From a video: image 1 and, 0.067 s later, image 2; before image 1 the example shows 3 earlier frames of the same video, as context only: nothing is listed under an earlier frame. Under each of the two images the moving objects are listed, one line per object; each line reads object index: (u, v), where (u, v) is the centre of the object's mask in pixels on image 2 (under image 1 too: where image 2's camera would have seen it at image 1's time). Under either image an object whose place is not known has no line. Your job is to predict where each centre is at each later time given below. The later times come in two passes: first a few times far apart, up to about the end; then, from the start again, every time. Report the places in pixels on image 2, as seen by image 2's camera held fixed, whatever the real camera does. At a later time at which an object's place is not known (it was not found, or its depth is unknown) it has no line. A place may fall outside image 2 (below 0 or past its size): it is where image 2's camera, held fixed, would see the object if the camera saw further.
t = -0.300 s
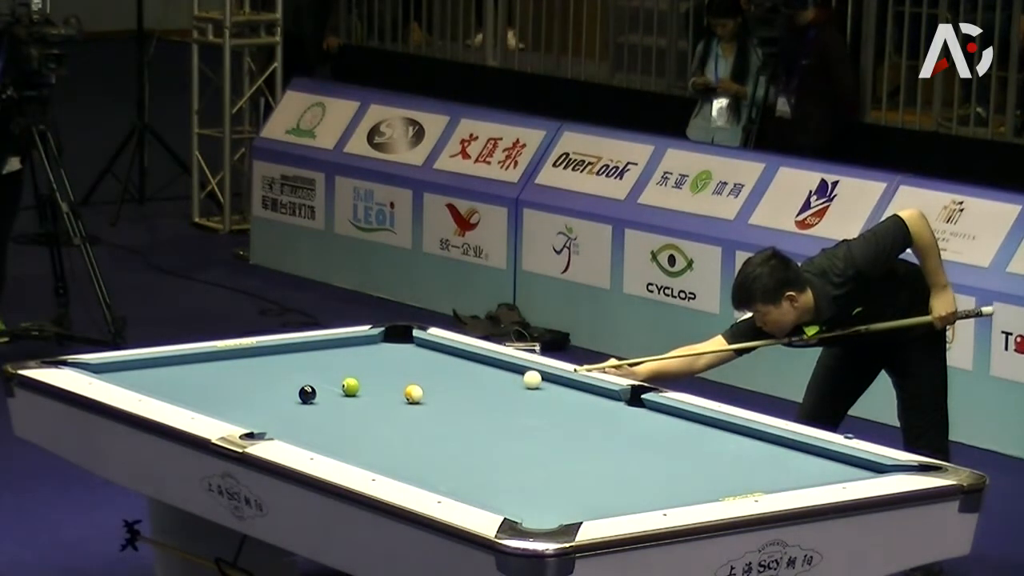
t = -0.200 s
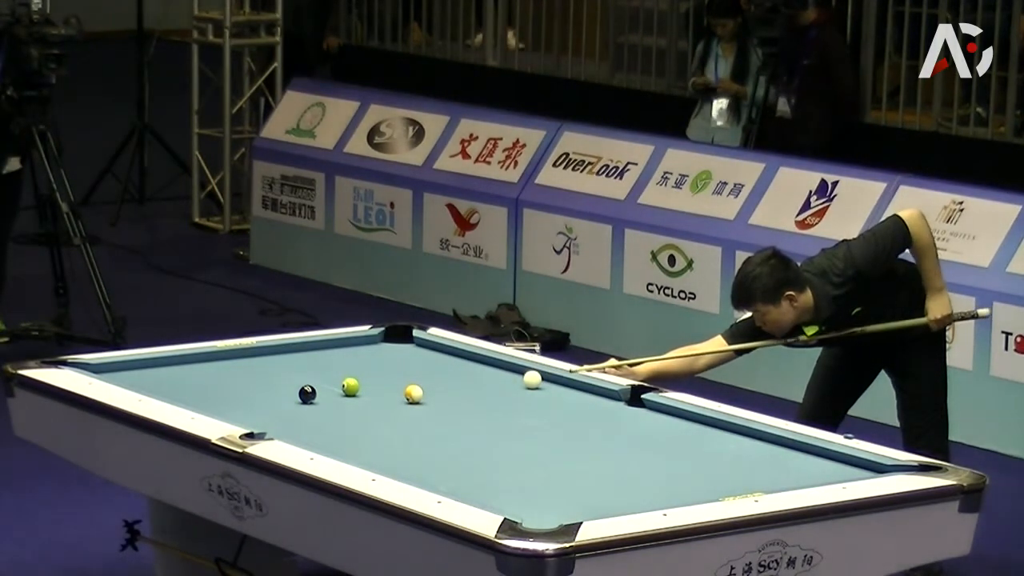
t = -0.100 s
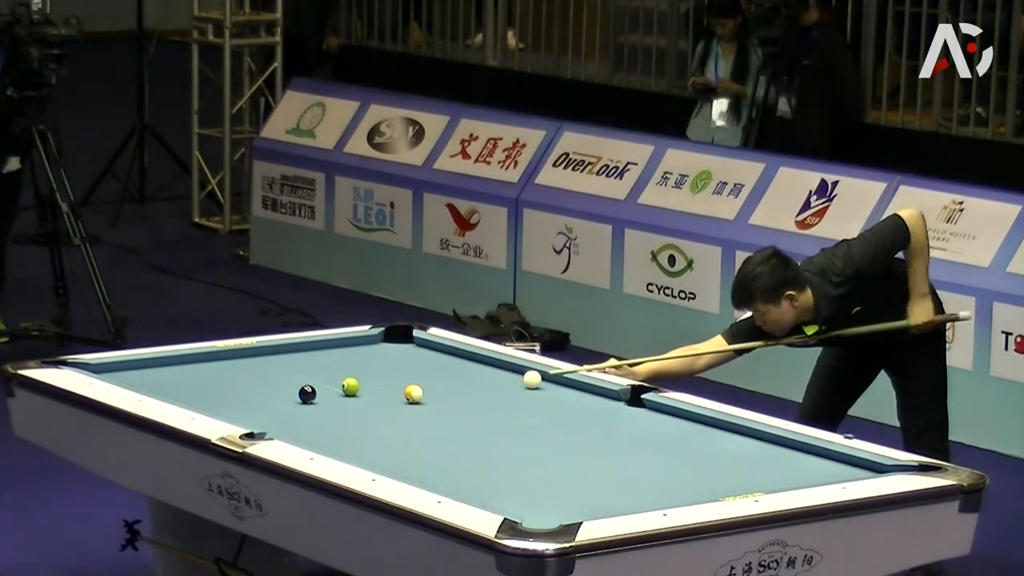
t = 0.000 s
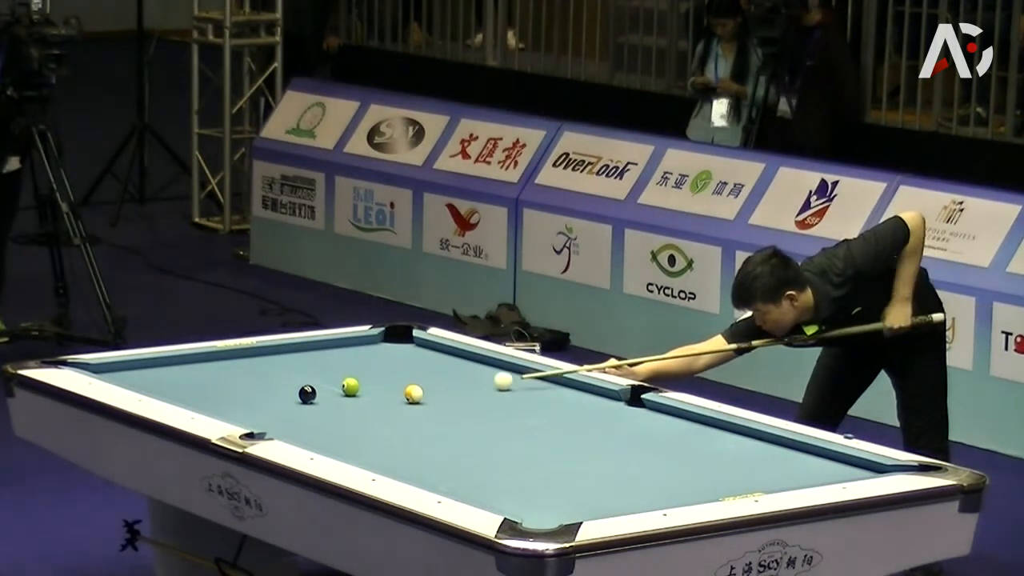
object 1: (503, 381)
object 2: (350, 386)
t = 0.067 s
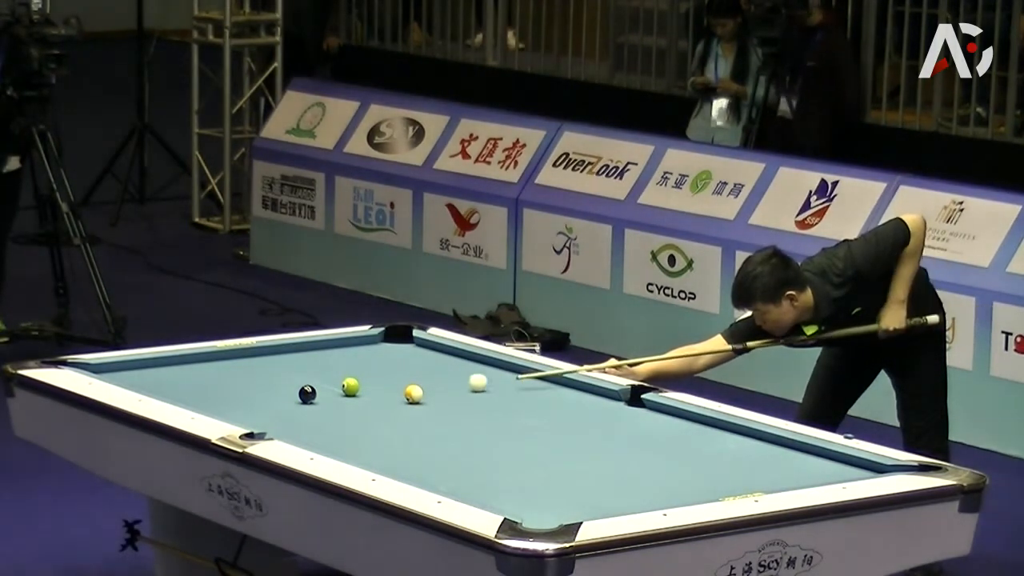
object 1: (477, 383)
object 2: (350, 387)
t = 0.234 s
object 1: (415, 382)
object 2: (350, 387)
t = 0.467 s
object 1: (355, 392)
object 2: (322, 384)
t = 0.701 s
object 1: (318, 401)
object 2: (276, 382)
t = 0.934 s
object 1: (282, 409)
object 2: (232, 379)
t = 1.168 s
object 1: (245, 415)
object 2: (190, 376)
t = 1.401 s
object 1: (252, 418)
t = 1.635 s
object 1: (279, 418)
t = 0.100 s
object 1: (465, 383)
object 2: (350, 387)
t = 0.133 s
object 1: (452, 384)
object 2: (350, 387)
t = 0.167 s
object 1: (439, 384)
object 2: (350, 387)
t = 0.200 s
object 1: (428, 385)
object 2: (350, 387)
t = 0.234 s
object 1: (415, 382)
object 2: (350, 387)
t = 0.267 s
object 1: (400, 386)
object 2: (350, 386)
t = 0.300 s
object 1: (388, 387)
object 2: (350, 386)
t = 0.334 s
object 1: (376, 388)
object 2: (350, 387)
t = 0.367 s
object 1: (367, 389)
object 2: (347, 386)
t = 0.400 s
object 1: (363, 390)
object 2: (337, 386)
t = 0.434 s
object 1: (359, 391)
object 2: (329, 385)
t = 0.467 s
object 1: (355, 392)
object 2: (322, 384)
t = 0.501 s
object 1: (350, 394)
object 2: (316, 383)
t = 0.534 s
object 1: (345, 395)
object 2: (308, 381)
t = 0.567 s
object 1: (340, 396)
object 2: (300, 382)
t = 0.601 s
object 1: (334, 397)
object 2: (294, 382)
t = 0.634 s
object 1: (329, 399)
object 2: (288, 382)
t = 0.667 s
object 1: (324, 400)
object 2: (282, 382)
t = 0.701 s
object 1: (318, 401)
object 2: (276, 382)
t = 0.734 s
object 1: (313, 402)
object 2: (270, 381)
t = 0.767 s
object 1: (308, 403)
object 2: (263, 381)
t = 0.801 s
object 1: (302, 404)
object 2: (257, 380)
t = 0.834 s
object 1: (297, 406)
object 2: (251, 380)
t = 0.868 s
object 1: (292, 407)
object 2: (245, 379)
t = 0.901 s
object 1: (287, 408)
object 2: (239, 379)
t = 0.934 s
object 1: (282, 409)
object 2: (232, 379)
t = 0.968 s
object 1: (276, 410)
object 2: (226, 378)
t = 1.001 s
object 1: (271, 412)
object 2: (220, 378)
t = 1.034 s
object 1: (265, 413)
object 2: (214, 377)
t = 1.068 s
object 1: (260, 414)
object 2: (208, 377)
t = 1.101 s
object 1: (255, 415)
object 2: (202, 376)
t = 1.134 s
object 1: (250, 415)
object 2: (196, 376)
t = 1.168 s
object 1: (245, 415)
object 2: (190, 376)
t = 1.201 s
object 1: (239, 415)
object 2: (184, 376)
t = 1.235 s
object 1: (234, 416)
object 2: (178, 375)
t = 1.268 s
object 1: (234, 416)
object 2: (173, 375)
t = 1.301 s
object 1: (240, 416)
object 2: (167, 374)
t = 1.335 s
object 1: (244, 416)
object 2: (161, 374)
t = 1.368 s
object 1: (248, 417)
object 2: (156, 373)
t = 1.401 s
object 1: (252, 418)
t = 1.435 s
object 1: (256, 418)
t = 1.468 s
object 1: (260, 419)
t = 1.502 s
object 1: (264, 419)
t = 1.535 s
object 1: (268, 419)
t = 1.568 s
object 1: (272, 419)
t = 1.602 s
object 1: (275, 418)
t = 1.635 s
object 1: (279, 418)
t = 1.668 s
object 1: (283, 418)
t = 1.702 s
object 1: (287, 418)
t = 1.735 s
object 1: (290, 418)
